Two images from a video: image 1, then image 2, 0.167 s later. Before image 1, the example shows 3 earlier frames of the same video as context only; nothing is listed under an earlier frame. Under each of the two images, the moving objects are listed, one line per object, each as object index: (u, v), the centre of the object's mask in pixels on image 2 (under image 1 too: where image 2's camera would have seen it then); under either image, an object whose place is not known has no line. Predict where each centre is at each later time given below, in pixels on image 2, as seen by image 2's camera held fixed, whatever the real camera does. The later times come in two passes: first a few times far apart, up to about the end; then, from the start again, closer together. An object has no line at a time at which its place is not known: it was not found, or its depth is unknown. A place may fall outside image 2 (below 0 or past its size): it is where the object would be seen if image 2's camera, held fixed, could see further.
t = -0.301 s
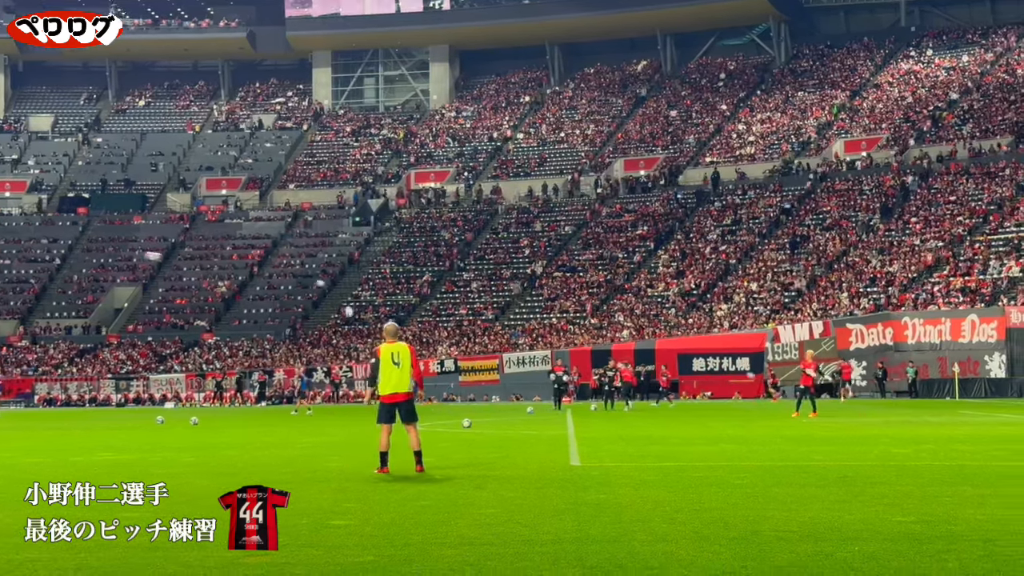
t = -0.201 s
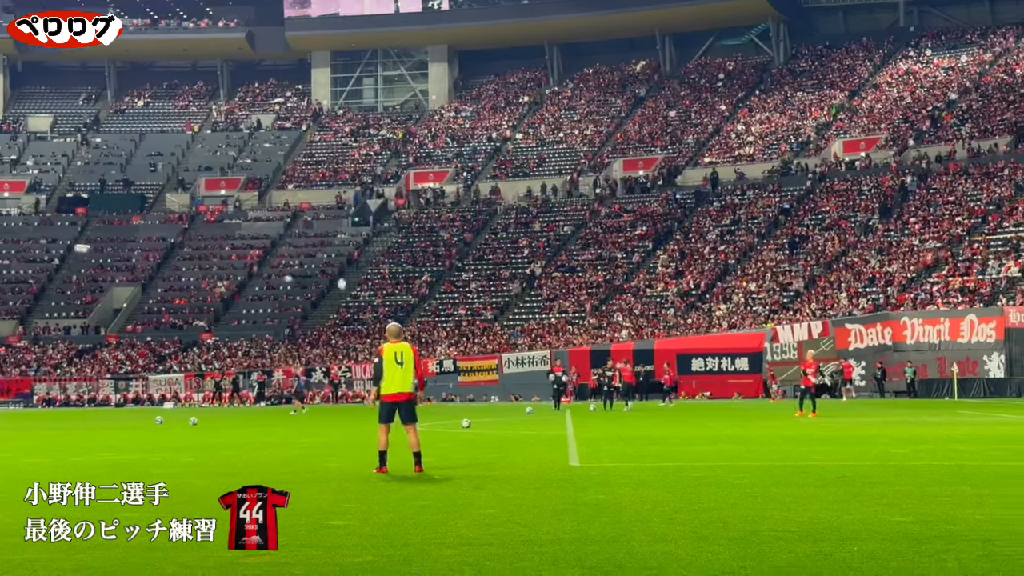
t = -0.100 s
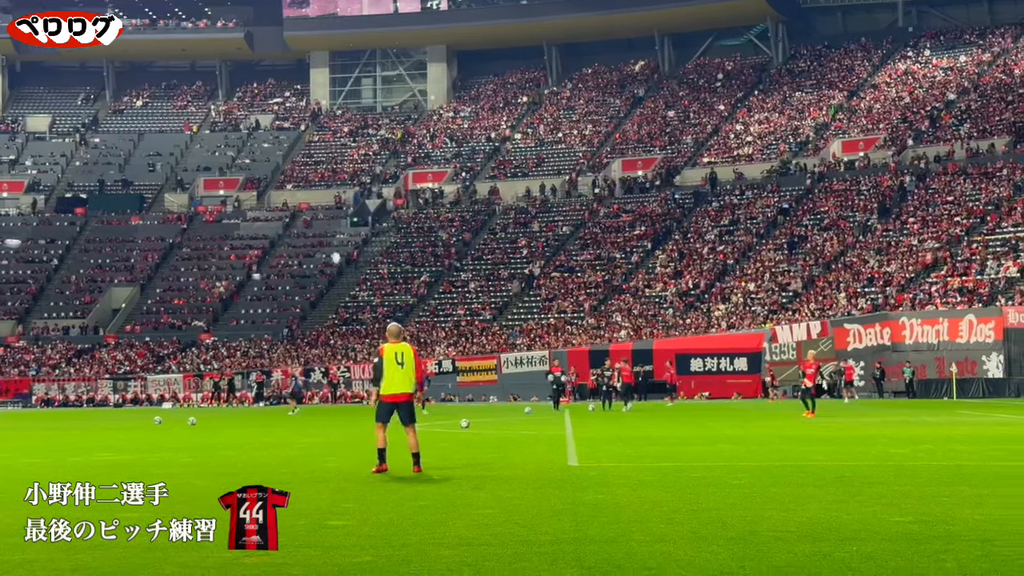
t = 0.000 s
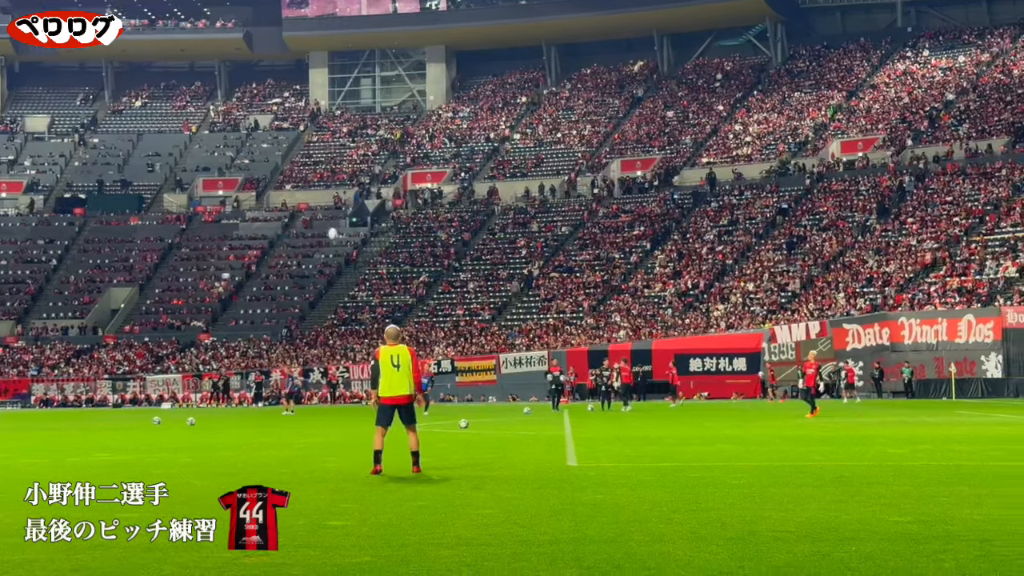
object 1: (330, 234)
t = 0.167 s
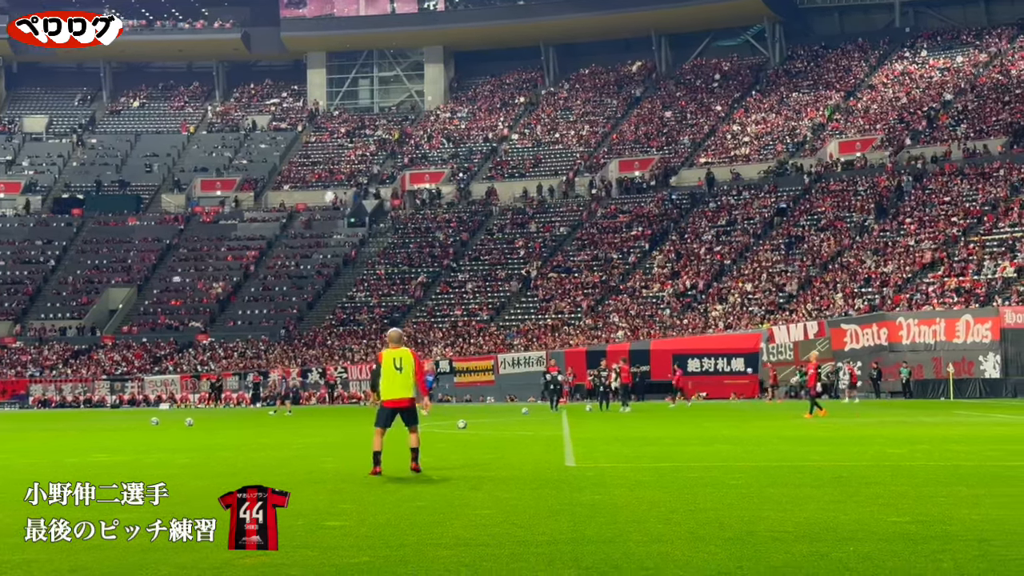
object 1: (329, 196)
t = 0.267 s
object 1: (330, 178)
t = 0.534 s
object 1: (342, 140)
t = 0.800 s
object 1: (365, 127)
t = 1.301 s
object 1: (452, 195)
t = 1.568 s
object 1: (527, 305)
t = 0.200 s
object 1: (329, 190)
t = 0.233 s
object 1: (330, 183)
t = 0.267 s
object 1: (330, 178)
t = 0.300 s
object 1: (331, 172)
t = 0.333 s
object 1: (332, 166)
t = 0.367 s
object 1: (333, 161)
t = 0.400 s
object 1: (334, 156)
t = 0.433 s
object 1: (336, 152)
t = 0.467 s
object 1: (337, 147)
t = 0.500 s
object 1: (339, 143)
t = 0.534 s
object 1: (342, 140)
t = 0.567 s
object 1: (343, 136)
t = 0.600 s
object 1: (345, 134)
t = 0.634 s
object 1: (348, 132)
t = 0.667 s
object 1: (351, 130)
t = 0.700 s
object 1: (354, 129)
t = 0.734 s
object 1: (358, 128)
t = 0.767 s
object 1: (361, 127)
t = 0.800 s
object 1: (365, 127)
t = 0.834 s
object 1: (369, 127)
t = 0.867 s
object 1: (373, 128)
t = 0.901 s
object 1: (377, 129)
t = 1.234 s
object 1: (434, 177)
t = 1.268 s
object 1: (443, 186)
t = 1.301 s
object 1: (452, 195)
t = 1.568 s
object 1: (527, 305)
